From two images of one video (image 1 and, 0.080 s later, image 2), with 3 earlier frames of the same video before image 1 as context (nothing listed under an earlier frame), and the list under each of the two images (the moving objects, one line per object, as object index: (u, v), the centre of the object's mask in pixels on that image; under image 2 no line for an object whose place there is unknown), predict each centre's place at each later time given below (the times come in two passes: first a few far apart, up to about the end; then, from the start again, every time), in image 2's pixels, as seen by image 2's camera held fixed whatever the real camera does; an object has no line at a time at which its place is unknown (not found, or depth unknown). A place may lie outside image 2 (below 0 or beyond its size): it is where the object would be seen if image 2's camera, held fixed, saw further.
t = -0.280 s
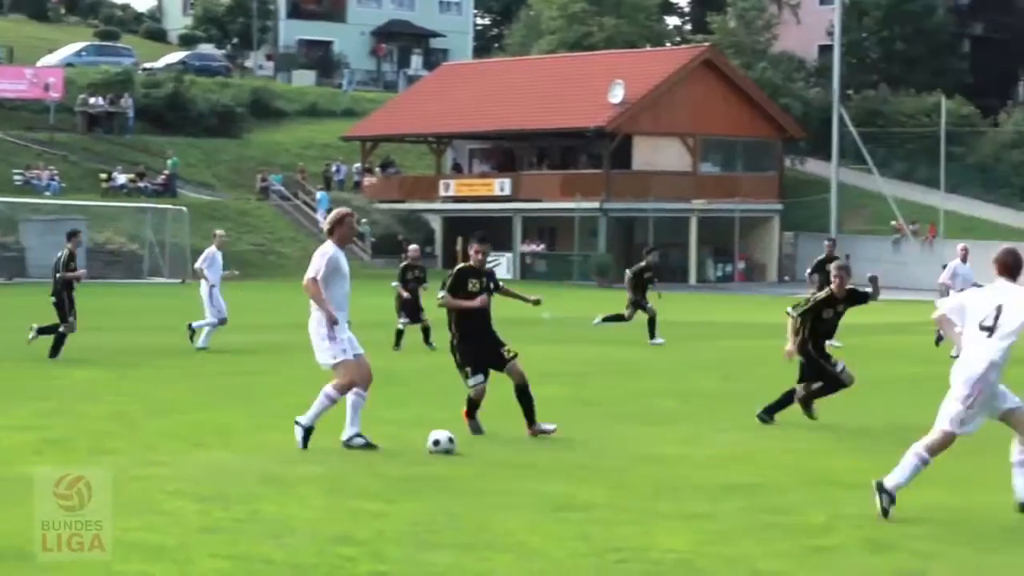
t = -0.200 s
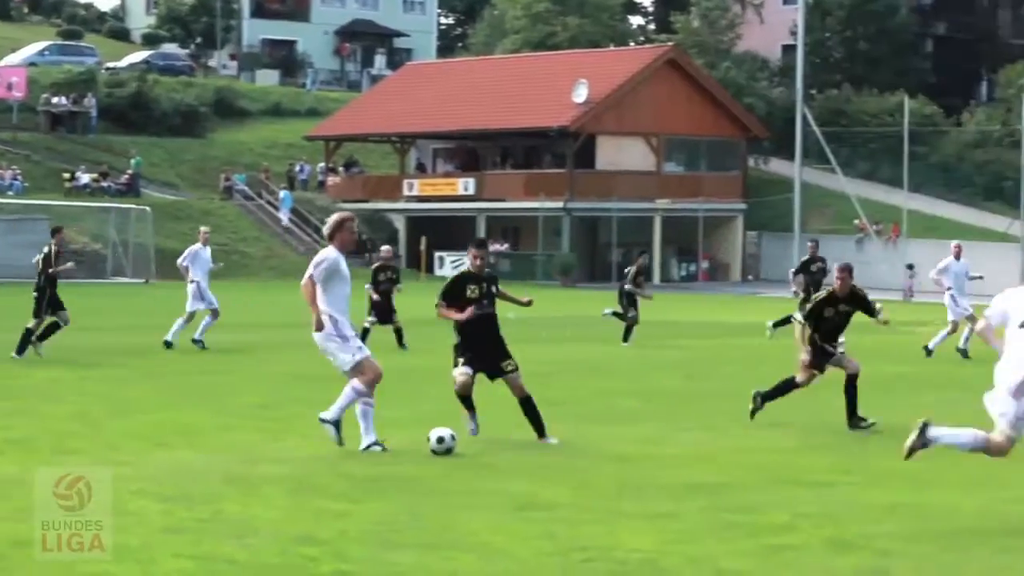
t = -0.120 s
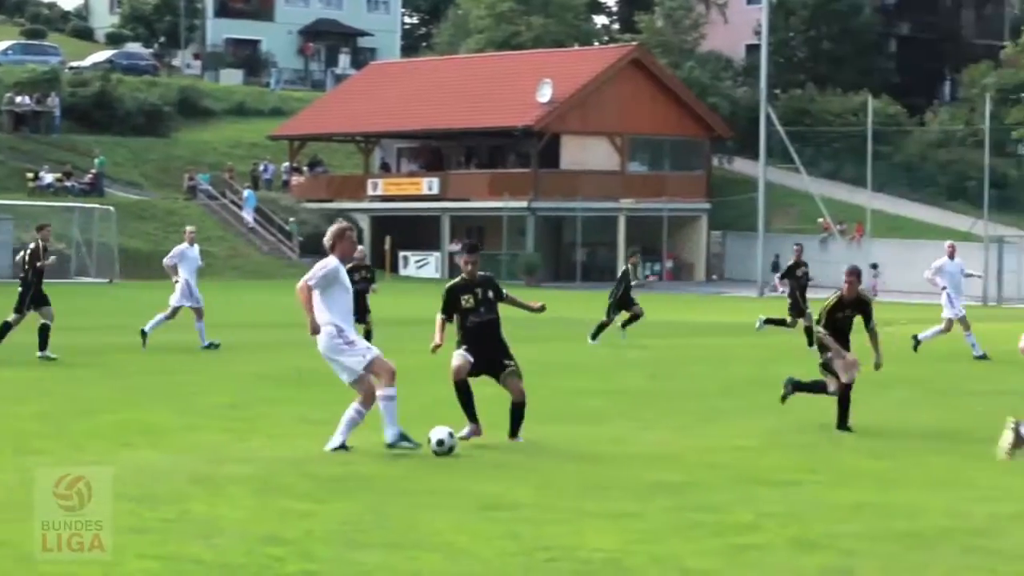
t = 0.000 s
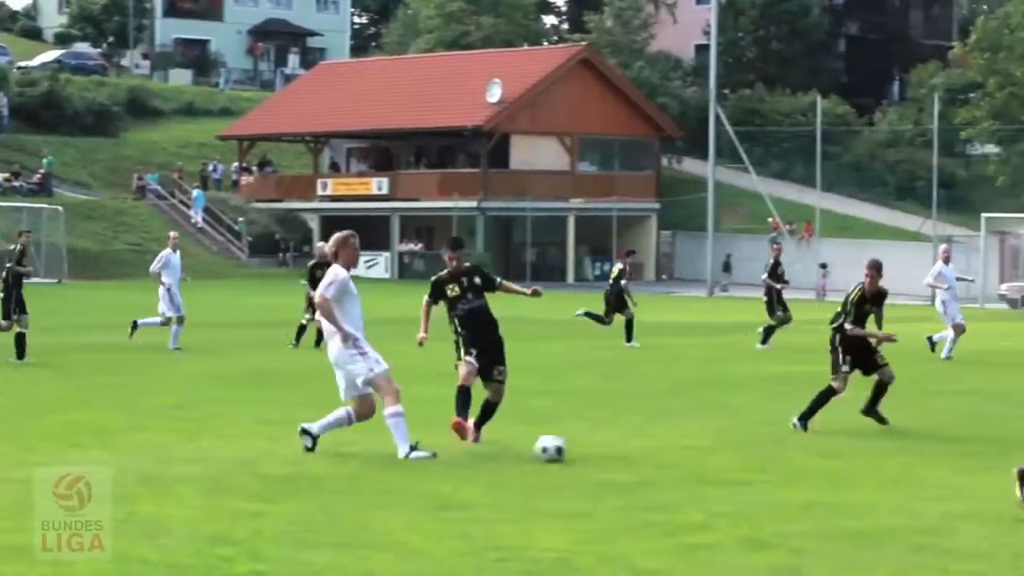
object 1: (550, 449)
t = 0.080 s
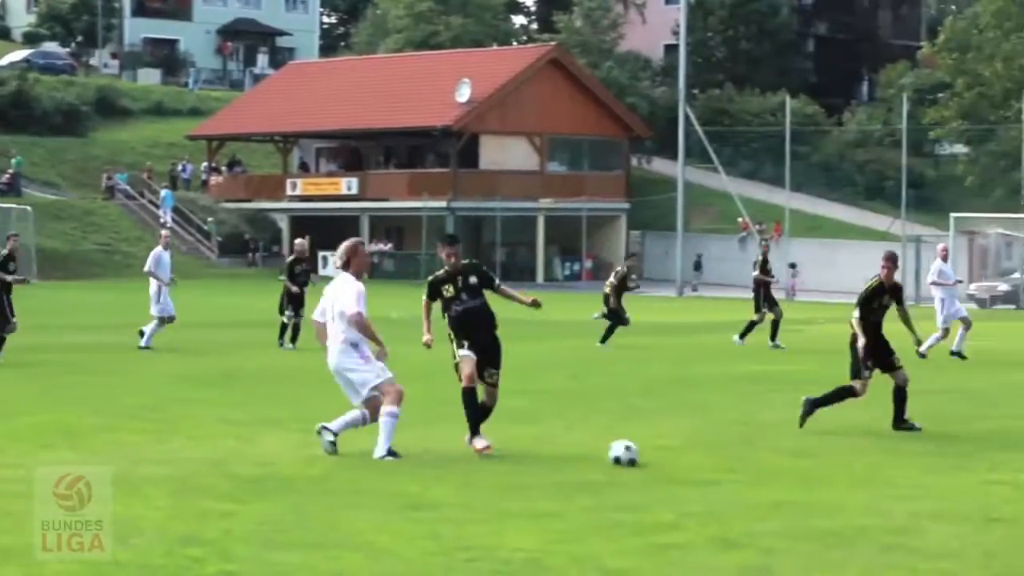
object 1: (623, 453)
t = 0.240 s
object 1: (796, 456)
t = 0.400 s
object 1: (954, 462)
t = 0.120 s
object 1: (669, 454)
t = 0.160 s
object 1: (711, 454)
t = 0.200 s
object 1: (754, 454)
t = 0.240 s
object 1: (796, 456)
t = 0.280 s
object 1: (837, 458)
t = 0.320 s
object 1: (877, 460)
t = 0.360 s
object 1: (917, 462)
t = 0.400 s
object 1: (954, 462)
